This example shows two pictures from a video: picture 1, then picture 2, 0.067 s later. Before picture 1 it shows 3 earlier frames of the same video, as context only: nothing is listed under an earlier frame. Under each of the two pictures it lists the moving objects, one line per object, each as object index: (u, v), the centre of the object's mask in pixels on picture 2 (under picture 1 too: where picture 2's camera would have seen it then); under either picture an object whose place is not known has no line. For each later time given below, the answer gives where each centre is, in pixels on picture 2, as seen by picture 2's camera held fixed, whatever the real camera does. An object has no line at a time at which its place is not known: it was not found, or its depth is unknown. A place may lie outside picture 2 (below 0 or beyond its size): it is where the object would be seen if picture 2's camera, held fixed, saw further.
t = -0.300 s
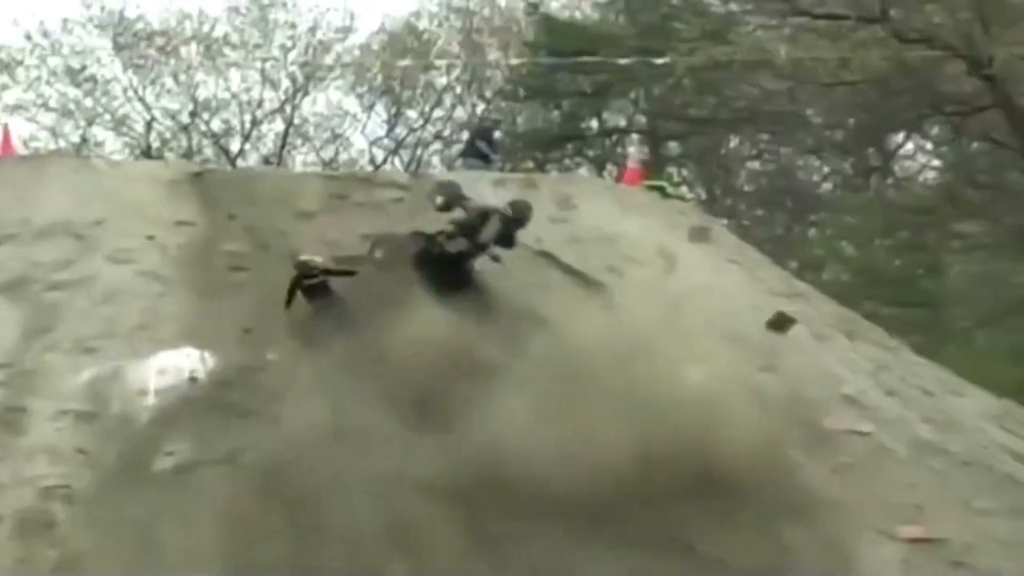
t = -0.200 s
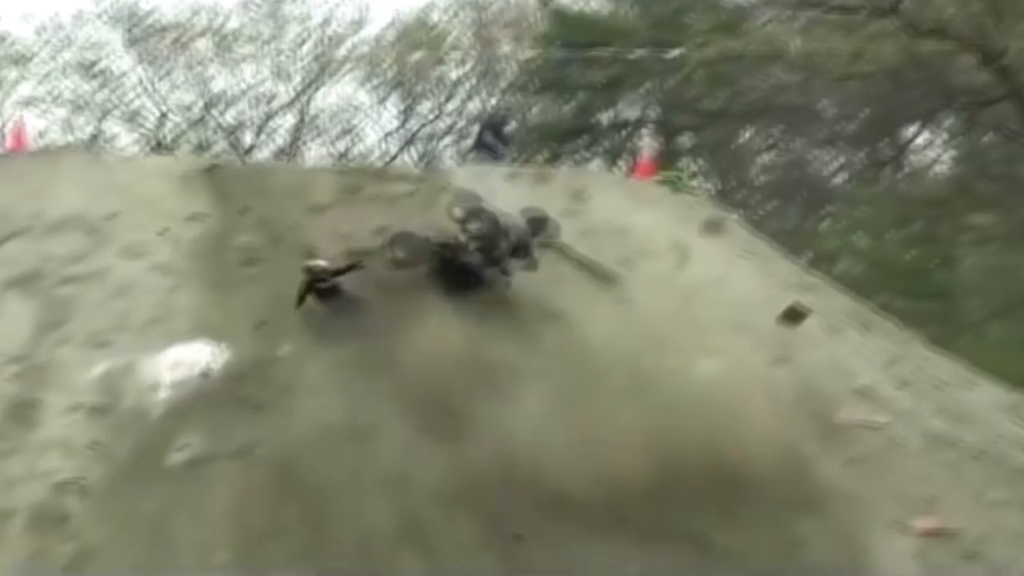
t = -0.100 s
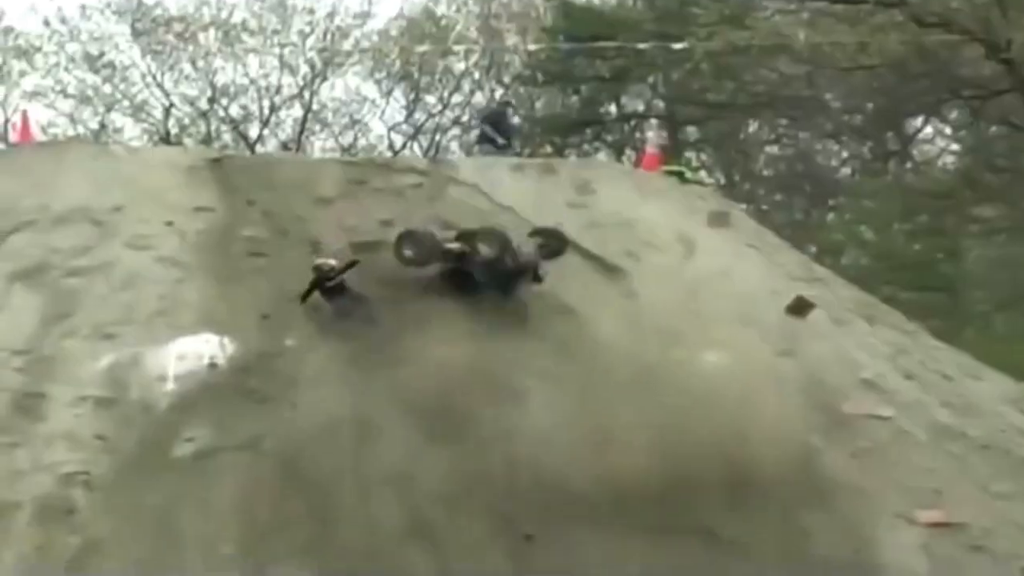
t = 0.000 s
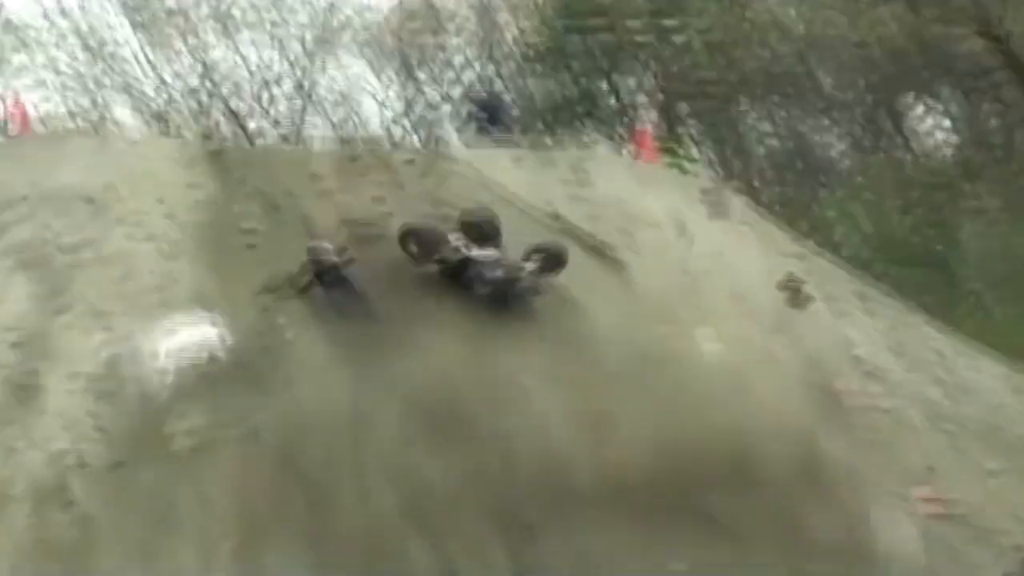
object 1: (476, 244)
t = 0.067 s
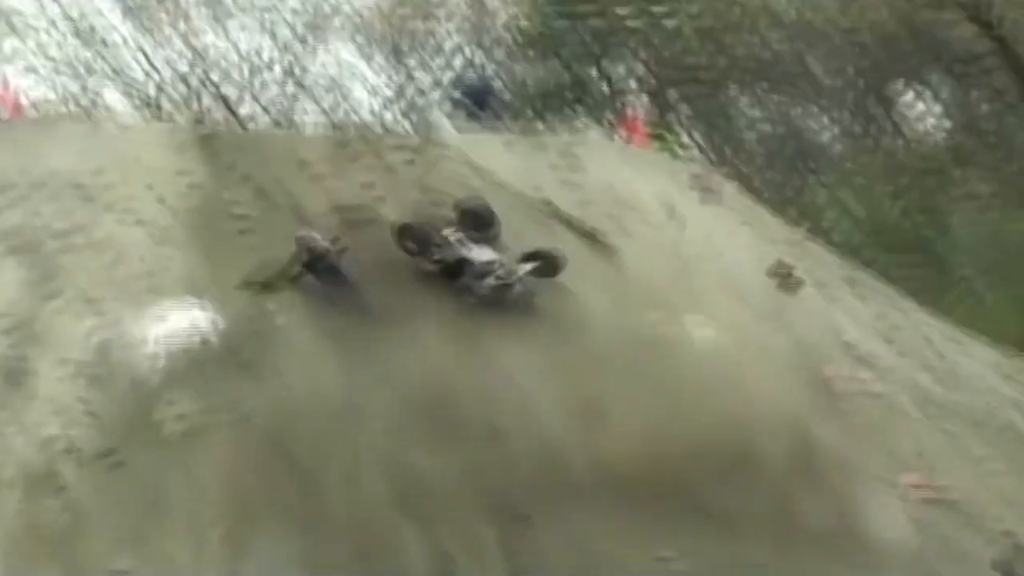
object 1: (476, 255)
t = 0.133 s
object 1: (479, 263)
